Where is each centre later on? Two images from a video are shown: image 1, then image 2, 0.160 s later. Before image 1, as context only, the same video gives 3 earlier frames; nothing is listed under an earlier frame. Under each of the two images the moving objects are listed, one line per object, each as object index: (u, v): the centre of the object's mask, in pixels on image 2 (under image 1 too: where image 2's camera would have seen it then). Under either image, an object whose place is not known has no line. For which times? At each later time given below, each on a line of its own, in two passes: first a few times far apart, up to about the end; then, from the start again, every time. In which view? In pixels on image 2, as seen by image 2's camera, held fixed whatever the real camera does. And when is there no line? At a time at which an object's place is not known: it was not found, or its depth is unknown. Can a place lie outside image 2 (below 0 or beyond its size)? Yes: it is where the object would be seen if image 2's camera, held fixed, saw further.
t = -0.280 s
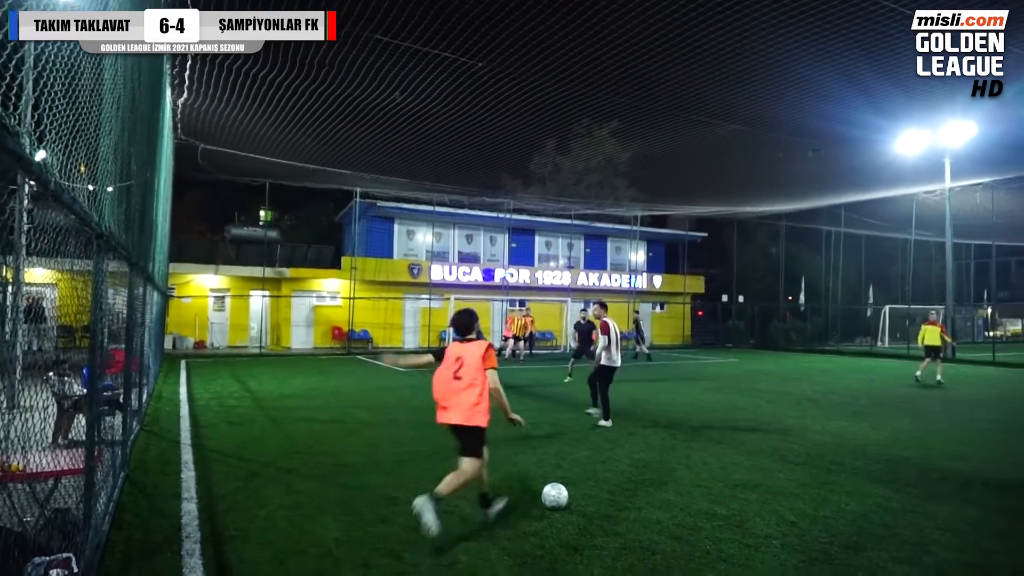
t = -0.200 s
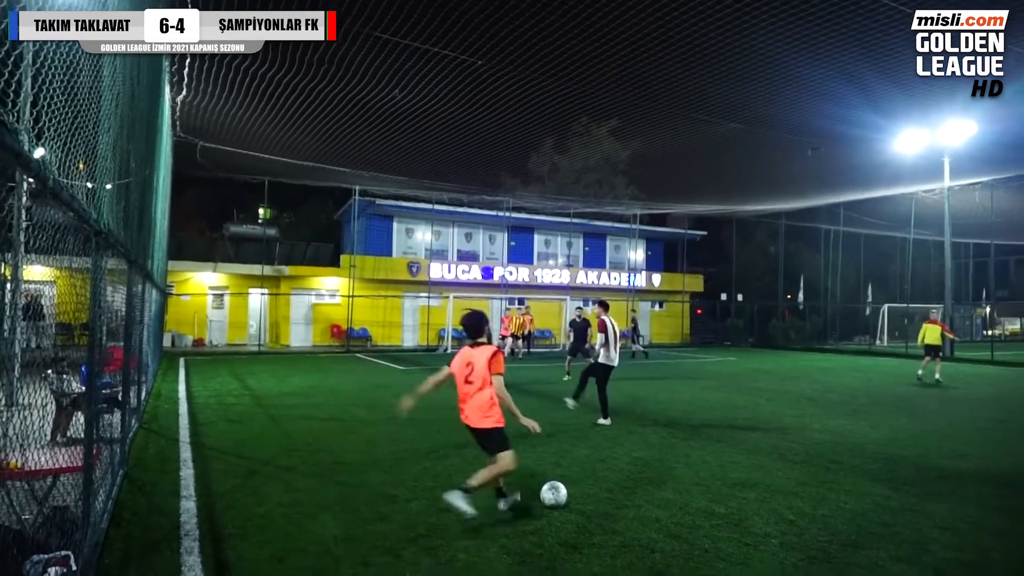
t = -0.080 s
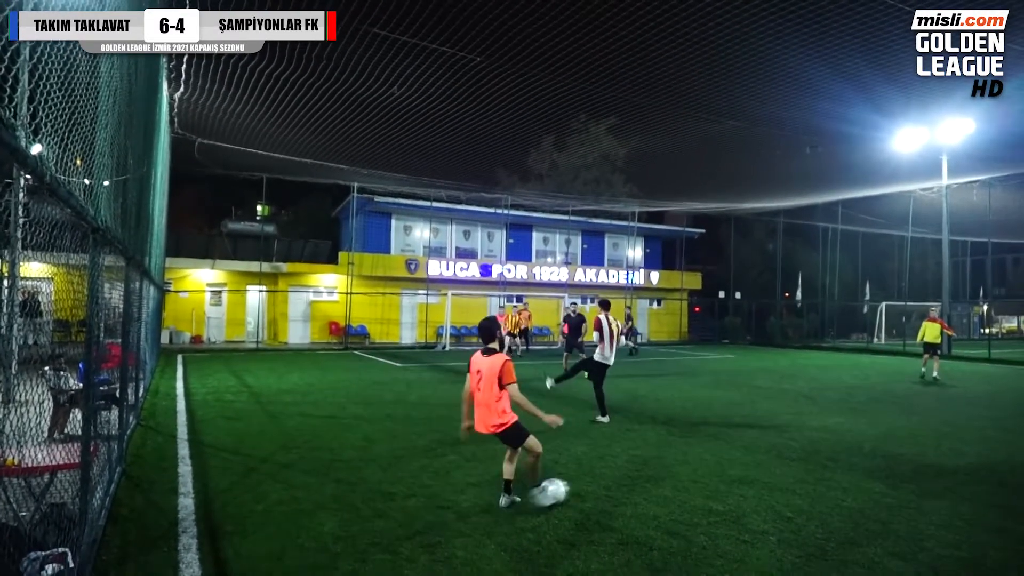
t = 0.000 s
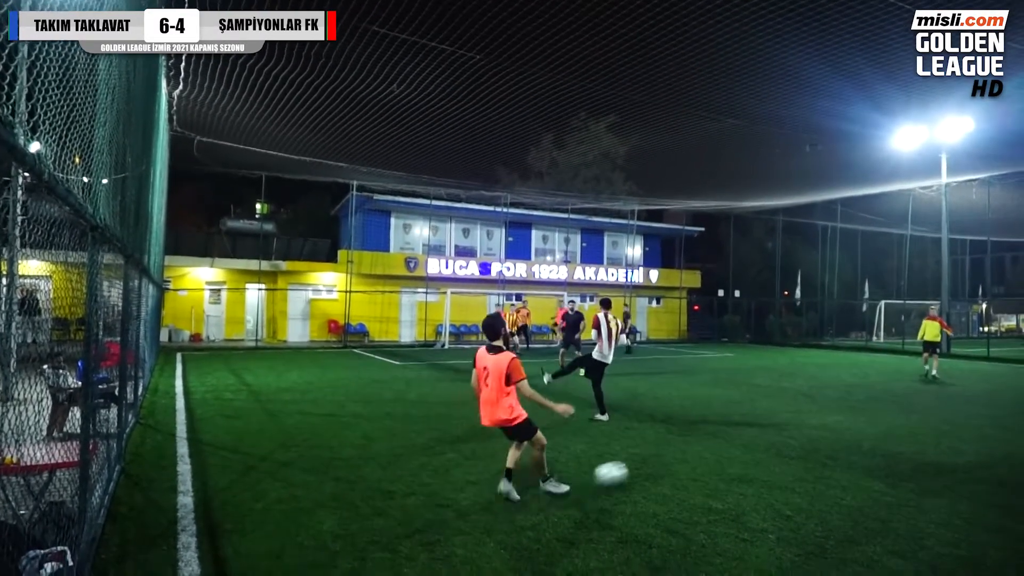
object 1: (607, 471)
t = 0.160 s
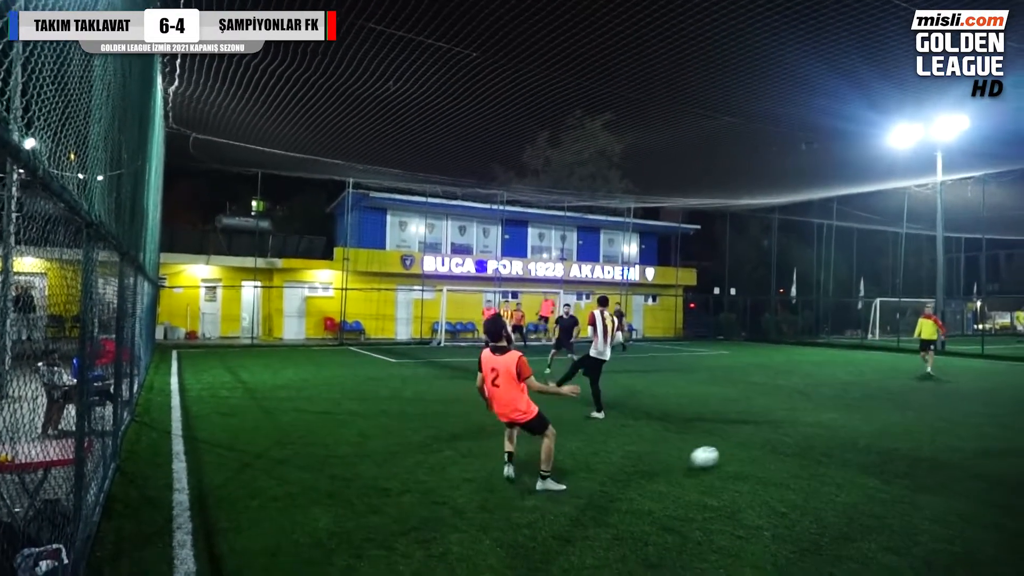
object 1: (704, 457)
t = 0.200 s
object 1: (724, 453)
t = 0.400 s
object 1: (802, 439)
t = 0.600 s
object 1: (853, 427)
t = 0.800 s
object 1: (889, 420)
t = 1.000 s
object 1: (921, 414)
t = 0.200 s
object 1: (724, 453)
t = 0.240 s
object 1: (742, 450)
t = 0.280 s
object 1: (758, 446)
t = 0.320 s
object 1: (774, 443)
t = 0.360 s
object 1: (788, 440)
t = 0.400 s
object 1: (802, 439)
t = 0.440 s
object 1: (813, 435)
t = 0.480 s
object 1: (824, 432)
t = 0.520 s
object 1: (835, 430)
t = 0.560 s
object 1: (845, 430)
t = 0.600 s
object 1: (853, 427)
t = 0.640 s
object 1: (861, 424)
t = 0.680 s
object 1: (868, 422)
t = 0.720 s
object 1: (876, 421)
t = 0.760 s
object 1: (882, 422)
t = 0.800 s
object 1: (889, 420)
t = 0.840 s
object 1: (896, 418)
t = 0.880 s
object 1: (903, 417)
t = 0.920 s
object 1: (909, 417)
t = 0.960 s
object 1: (915, 415)
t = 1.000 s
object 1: (921, 414)
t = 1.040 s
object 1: (927, 413)
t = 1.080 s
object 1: (933, 412)
